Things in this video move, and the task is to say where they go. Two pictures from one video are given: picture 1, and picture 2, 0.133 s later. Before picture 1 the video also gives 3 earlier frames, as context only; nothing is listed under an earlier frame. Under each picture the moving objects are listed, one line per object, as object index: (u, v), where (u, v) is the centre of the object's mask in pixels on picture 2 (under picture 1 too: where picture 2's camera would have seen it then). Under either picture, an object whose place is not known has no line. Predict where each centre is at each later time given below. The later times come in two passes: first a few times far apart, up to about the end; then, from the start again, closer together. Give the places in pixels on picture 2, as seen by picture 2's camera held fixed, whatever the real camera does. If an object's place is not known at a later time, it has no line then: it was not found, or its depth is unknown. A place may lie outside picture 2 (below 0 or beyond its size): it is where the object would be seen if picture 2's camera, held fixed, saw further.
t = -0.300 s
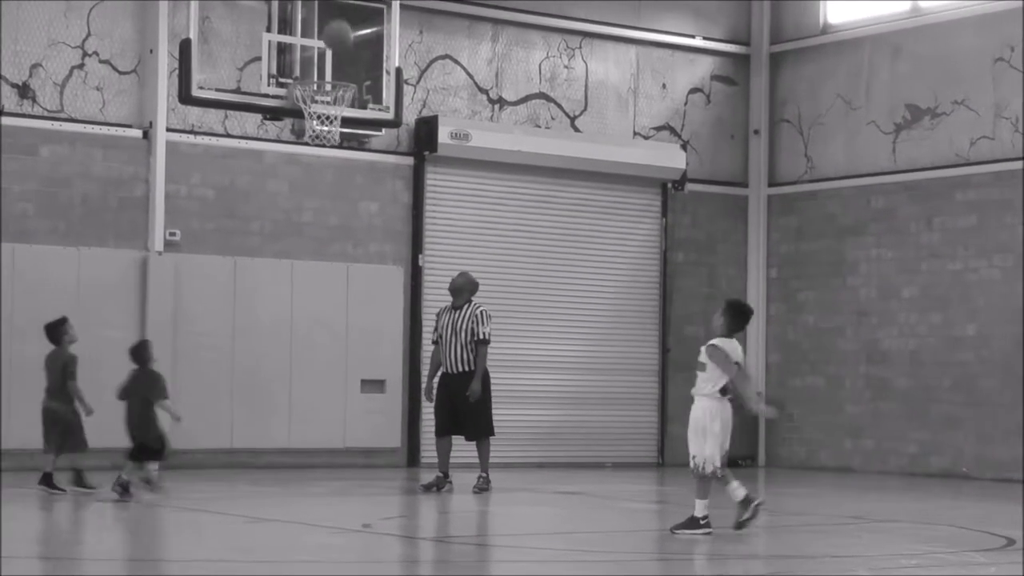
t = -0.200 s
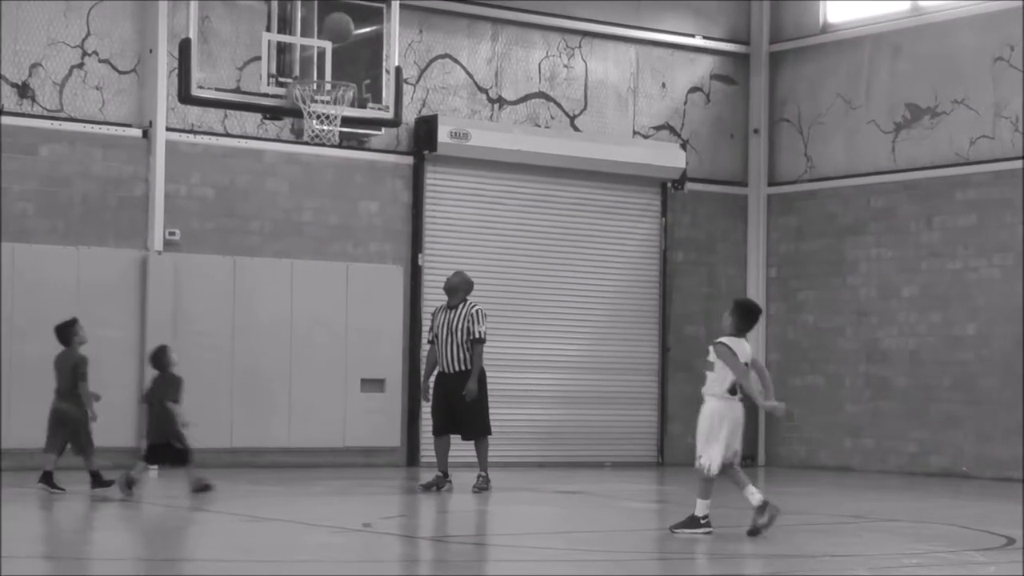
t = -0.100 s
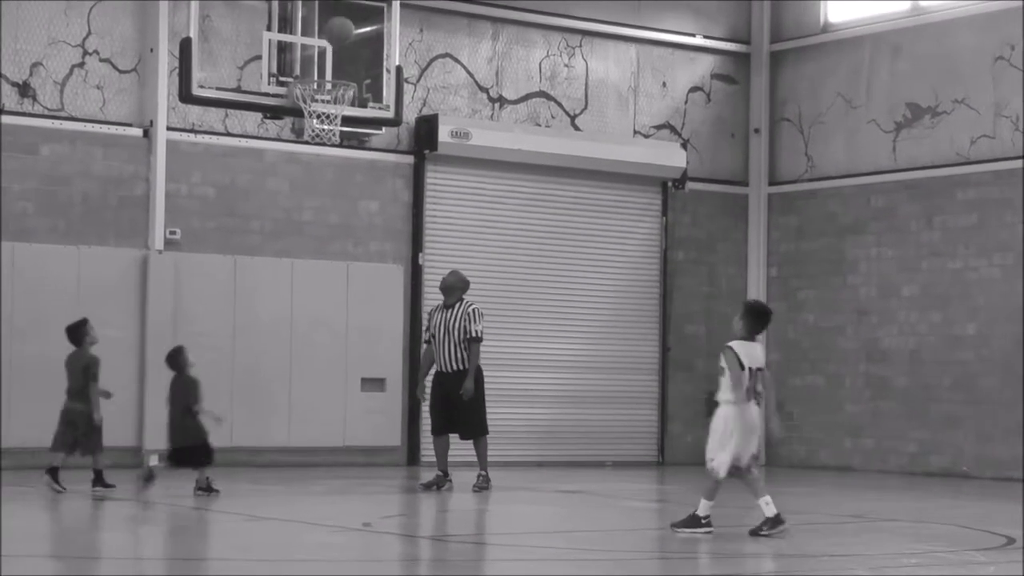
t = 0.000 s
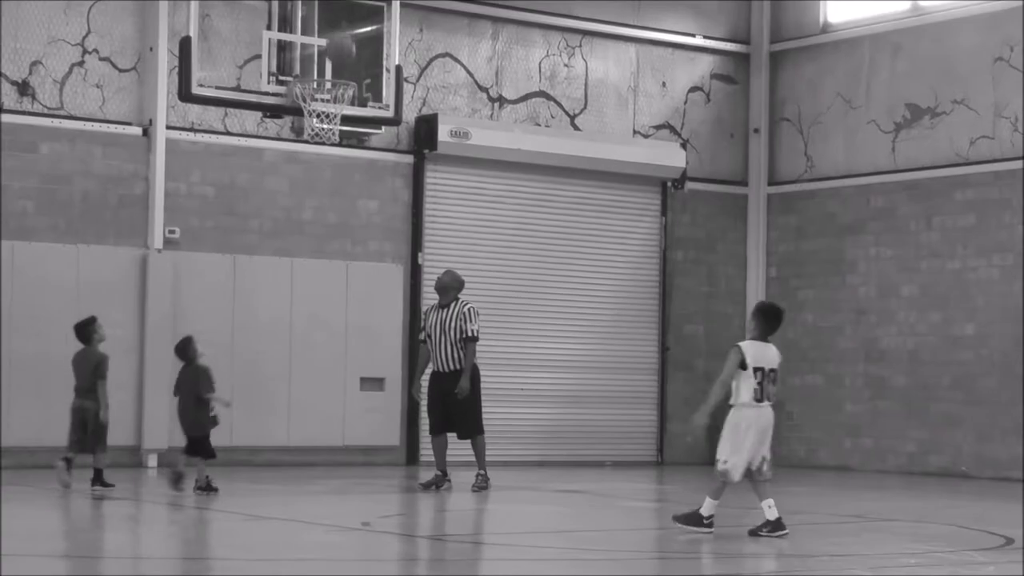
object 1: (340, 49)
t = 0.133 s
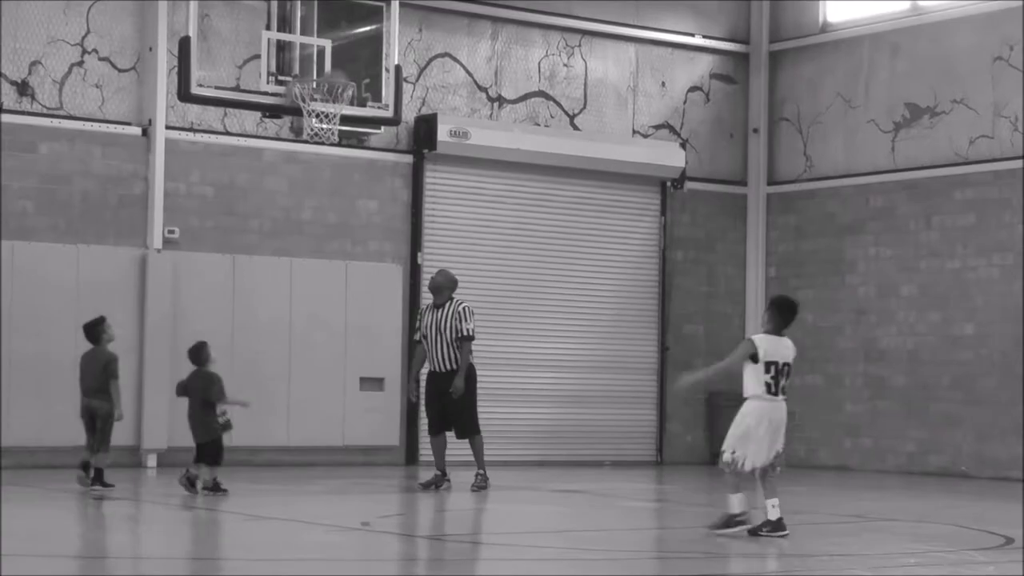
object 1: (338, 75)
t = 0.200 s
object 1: (318, 97)
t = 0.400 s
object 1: (309, 133)
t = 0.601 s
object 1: (310, 179)
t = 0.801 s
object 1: (313, 278)
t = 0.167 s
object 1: (326, 100)
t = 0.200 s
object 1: (318, 97)
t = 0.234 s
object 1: (322, 136)
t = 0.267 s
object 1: (307, 132)
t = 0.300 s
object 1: (308, 131)
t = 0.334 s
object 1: (308, 130)
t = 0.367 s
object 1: (308, 131)
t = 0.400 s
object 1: (309, 133)
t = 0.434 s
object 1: (309, 136)
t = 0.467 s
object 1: (308, 142)
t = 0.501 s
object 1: (309, 148)
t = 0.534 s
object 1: (306, 157)
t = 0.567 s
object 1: (306, 167)
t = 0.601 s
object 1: (310, 179)
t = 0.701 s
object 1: (310, 220)
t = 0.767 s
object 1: (309, 258)
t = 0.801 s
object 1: (313, 278)
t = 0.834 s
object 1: (312, 299)
